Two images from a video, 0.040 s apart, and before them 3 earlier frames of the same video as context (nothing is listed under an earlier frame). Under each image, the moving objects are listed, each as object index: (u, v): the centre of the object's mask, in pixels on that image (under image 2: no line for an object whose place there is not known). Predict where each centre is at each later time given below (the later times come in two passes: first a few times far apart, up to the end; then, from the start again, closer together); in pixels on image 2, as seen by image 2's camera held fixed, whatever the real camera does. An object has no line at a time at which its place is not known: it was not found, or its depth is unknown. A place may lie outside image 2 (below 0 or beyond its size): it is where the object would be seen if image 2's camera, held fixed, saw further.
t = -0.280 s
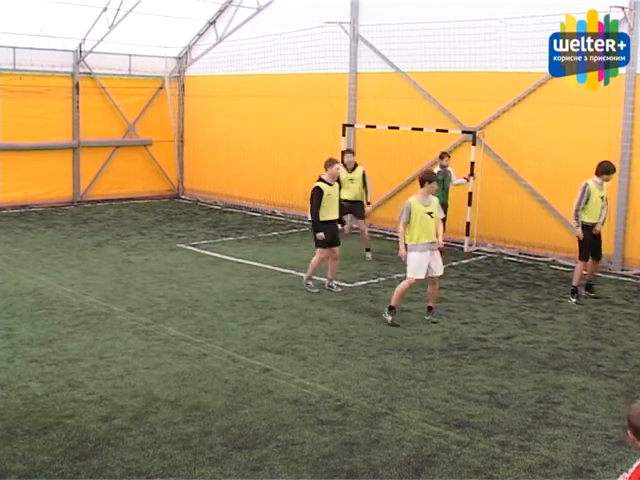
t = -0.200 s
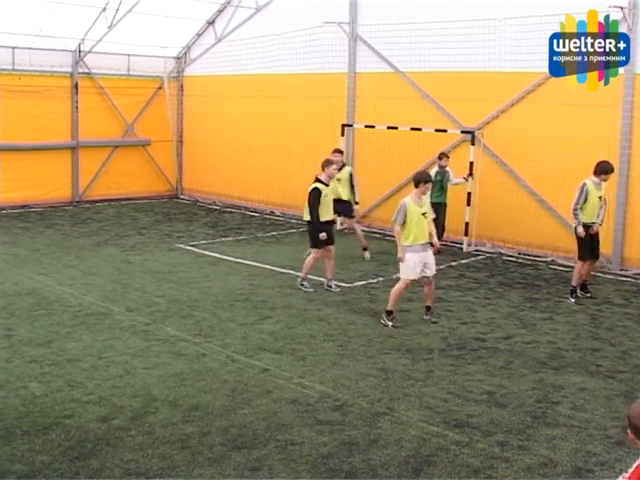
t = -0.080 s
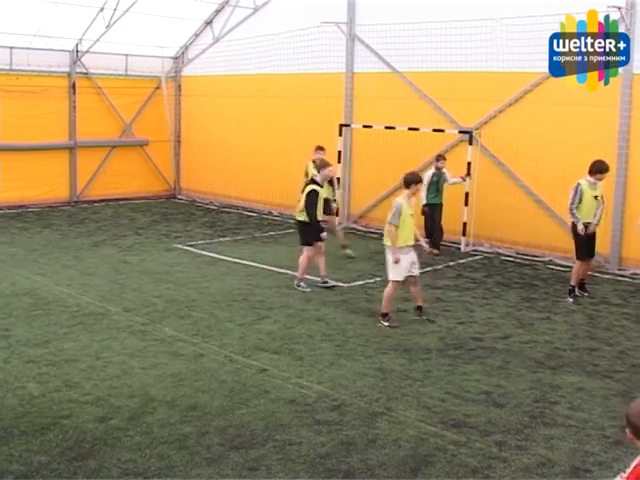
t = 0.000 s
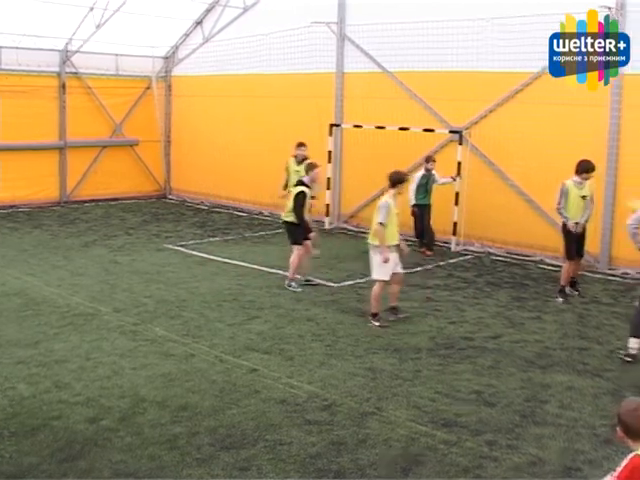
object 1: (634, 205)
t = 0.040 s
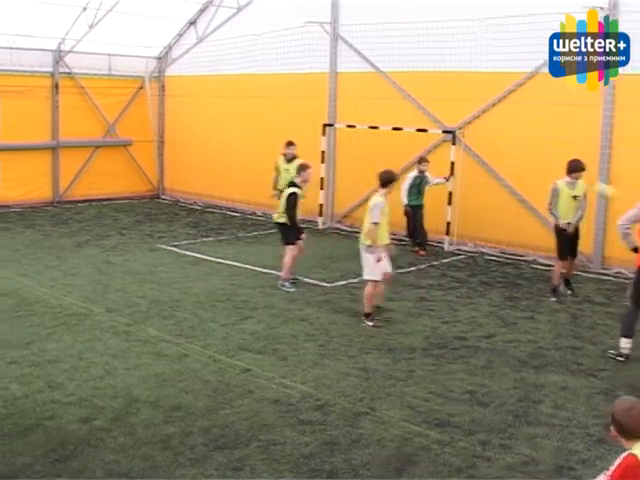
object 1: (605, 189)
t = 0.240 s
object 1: (475, 132)
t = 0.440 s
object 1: (358, 108)
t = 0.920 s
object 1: (145, 158)
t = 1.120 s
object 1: (84, 213)
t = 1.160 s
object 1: (76, 219)
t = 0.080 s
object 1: (585, 177)
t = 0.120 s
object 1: (551, 162)
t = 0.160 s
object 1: (525, 151)
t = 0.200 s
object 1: (500, 140)
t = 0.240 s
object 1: (475, 132)
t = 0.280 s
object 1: (452, 124)
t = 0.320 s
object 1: (426, 118)
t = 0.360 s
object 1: (403, 114)
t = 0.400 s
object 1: (380, 111)
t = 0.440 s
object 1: (358, 108)
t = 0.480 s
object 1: (337, 108)
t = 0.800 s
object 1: (190, 137)
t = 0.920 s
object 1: (145, 158)
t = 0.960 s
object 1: (131, 168)
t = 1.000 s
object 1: (118, 178)
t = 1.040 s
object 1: (107, 189)
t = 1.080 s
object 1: (96, 201)
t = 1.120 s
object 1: (84, 213)
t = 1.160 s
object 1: (76, 219)
